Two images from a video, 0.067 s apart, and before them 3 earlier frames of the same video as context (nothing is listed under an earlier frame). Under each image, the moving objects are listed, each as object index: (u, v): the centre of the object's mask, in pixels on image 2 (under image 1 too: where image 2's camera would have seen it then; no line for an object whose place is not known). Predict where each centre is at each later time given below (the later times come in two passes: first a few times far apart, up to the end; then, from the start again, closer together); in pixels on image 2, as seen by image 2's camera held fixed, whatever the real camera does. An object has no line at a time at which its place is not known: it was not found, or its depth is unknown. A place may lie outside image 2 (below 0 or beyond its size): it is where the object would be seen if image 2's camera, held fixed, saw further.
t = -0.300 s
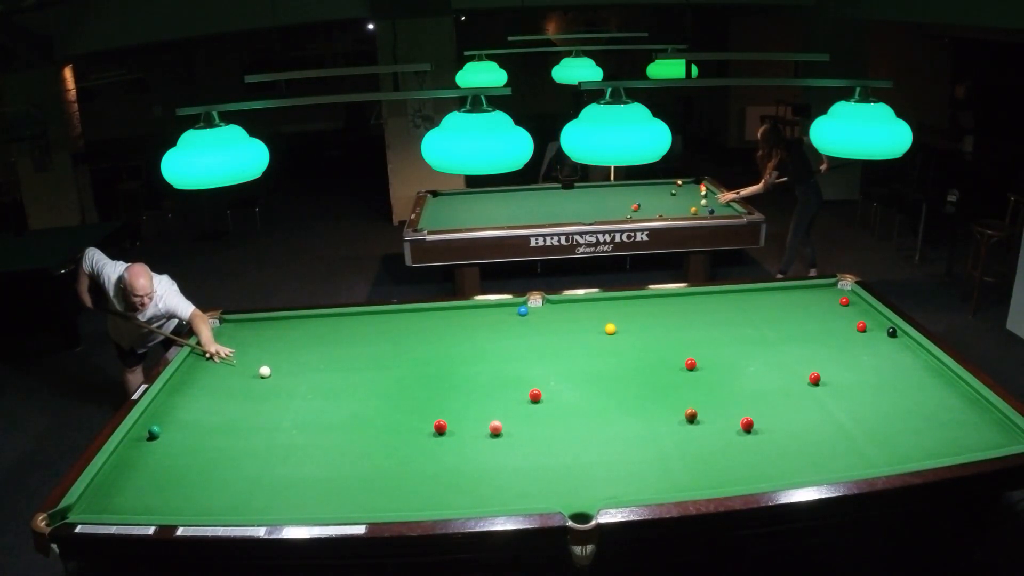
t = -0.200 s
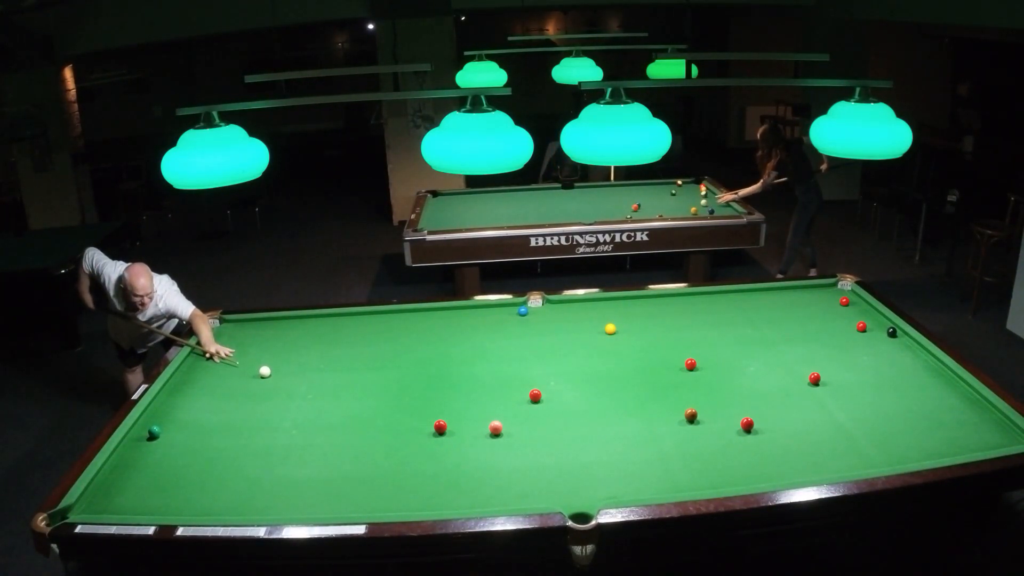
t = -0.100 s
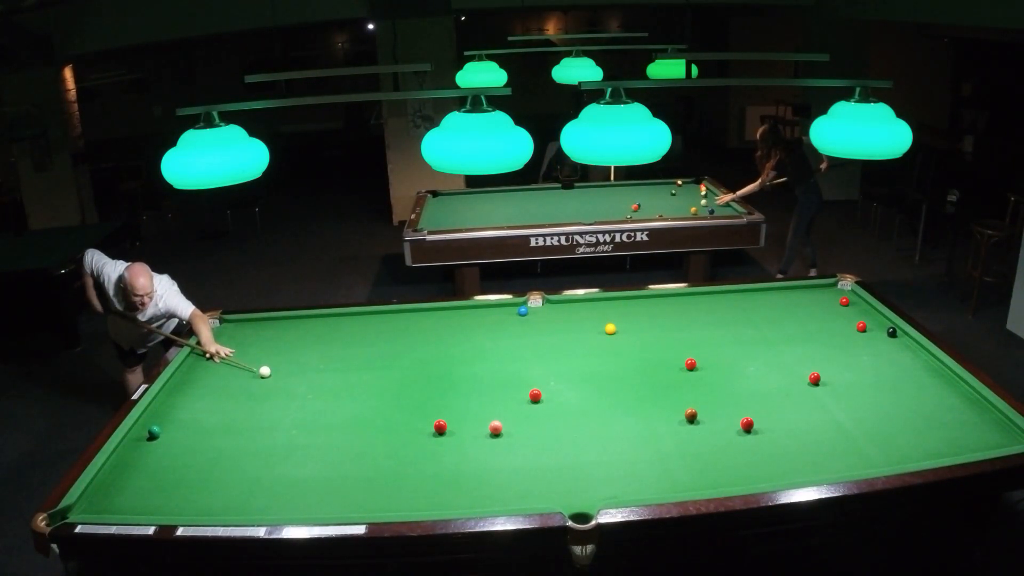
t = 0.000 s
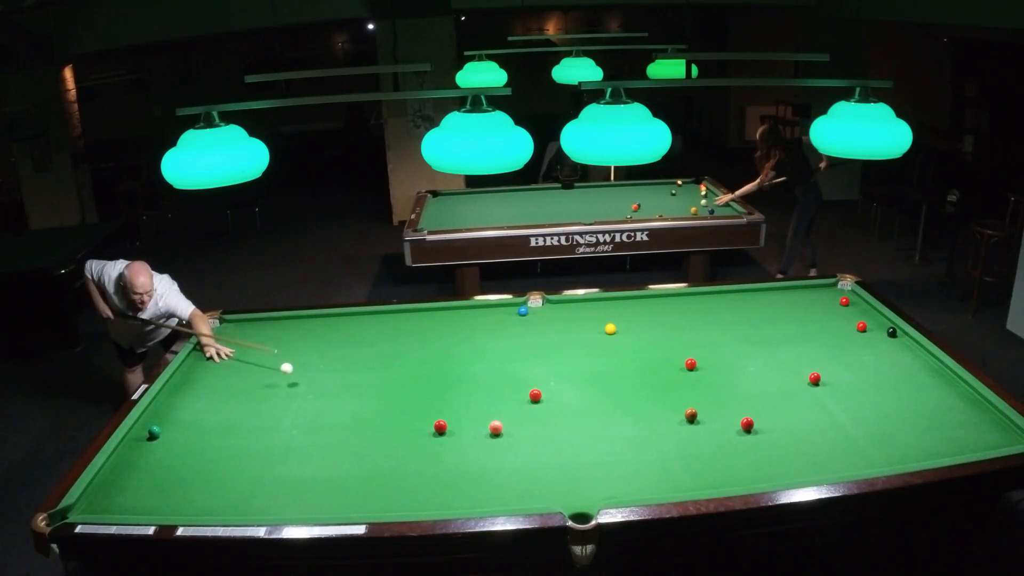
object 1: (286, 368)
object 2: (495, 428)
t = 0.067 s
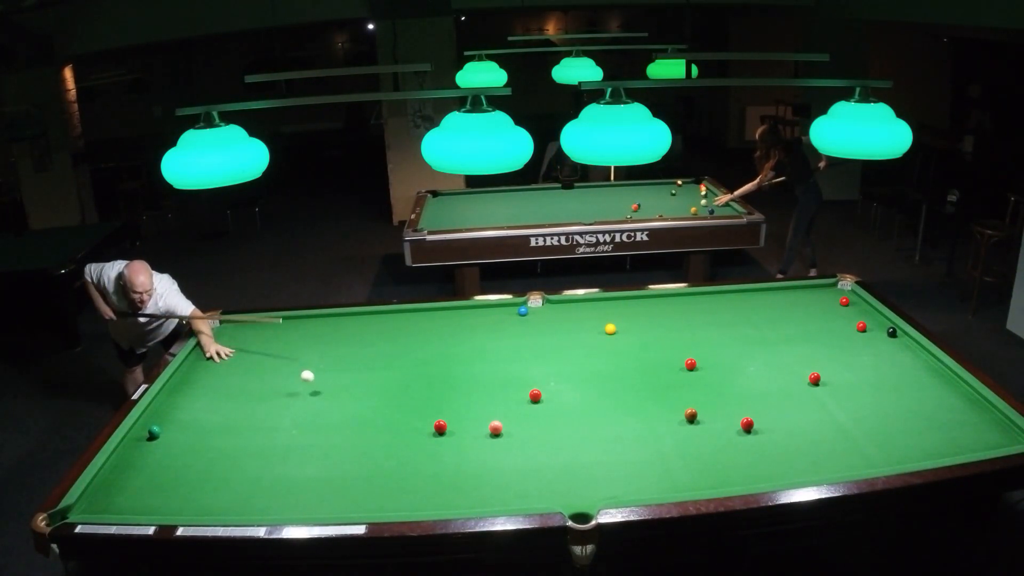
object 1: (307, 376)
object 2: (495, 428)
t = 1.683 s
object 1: (511, 442)
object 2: (496, 428)
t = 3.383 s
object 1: (456, 423)
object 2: (440, 362)
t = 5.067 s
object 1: (453, 422)
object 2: (417, 332)
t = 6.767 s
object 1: (453, 422)
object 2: (414, 324)
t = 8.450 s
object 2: (414, 324)
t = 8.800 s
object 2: (414, 324)
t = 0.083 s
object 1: (313, 379)
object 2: (495, 428)
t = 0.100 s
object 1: (319, 383)
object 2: (495, 428)
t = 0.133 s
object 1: (331, 394)
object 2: (495, 428)
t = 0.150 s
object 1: (337, 398)
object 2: (495, 428)
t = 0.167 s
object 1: (342, 399)
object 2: (496, 428)
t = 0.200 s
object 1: (351, 400)
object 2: (496, 428)
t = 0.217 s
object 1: (357, 403)
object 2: (495, 428)
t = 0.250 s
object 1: (368, 409)
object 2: (495, 428)
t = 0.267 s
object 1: (373, 413)
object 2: (495, 428)
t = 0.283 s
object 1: (378, 414)
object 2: (496, 428)
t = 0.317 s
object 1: (388, 418)
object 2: (496, 428)
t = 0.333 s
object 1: (393, 420)
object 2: (496, 428)
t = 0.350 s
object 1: (397, 422)
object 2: (496, 428)
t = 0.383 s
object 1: (407, 426)
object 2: (495, 428)
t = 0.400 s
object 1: (411, 428)
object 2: (495, 428)
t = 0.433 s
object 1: (420, 431)
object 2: (496, 428)
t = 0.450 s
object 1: (424, 433)
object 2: (496, 428)
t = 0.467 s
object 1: (428, 435)
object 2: (496, 428)
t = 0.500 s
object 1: (436, 439)
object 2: (496, 428)
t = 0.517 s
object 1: (440, 440)
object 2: (496, 428)
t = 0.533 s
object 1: (444, 442)
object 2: (496, 428)
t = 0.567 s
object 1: (452, 445)
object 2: (496, 428)
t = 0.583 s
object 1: (456, 447)
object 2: (496, 428)
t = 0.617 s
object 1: (464, 451)
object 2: (496, 428)
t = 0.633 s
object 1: (468, 453)
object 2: (495, 428)
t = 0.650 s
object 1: (472, 454)
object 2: (496, 428)
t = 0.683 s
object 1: (480, 458)
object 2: (496, 428)
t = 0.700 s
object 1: (485, 459)
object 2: (496, 428)
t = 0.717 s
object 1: (489, 461)
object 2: (496, 428)
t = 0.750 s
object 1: (498, 465)
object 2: (496, 428)
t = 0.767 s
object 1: (502, 467)
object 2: (496, 428)
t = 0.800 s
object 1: (511, 470)
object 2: (495, 428)
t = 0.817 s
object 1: (515, 472)
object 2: (496, 428)
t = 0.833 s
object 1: (520, 474)
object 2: (496, 428)
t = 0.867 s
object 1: (529, 478)
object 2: (496, 428)
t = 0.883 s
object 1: (534, 480)
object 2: (496, 428)
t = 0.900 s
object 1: (538, 482)
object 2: (496, 428)
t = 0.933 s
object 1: (548, 486)
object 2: (496, 428)
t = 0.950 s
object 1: (552, 487)
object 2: (496, 428)
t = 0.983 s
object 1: (562, 491)
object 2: (496, 428)
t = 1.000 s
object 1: (567, 493)
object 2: (496, 428)
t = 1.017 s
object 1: (571, 495)
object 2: (496, 428)
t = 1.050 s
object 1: (581, 499)
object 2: (495, 428)
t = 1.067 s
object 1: (586, 501)
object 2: (495, 428)
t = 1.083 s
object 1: (591, 503)
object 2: (495, 428)
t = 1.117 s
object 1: (591, 502)
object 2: (496, 428)
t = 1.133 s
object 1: (588, 499)
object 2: (495, 428)
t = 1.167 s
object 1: (582, 495)
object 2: (495, 428)
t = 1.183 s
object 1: (580, 493)
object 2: (496, 428)
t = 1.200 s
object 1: (577, 491)
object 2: (496, 428)
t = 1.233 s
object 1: (571, 487)
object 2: (496, 428)
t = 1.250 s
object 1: (569, 486)
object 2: (495, 428)
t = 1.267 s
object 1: (566, 483)
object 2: (496, 428)
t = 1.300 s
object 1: (562, 480)
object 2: (496, 428)
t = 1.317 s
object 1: (559, 478)
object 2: (496, 428)
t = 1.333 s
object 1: (557, 477)
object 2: (496, 428)
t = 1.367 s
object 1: (552, 473)
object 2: (496, 428)
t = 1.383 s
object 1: (550, 471)
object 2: (495, 428)
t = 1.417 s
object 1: (545, 467)
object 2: (496, 428)
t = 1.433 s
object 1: (543, 466)
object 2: (496, 428)
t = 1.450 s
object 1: (541, 464)
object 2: (495, 428)
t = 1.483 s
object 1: (536, 461)
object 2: (495, 428)
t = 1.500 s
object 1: (534, 459)
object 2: (496, 428)
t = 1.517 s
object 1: (532, 458)
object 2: (495, 428)
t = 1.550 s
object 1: (528, 455)
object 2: (496, 428)
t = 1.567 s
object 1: (525, 453)
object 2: (496, 428)
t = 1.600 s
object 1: (521, 450)
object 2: (496, 428)
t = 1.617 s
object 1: (519, 448)
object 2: (496, 428)
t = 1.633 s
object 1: (517, 447)
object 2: (496, 428)
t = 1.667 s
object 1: (513, 444)
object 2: (496, 428)
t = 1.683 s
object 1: (511, 442)
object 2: (496, 428)
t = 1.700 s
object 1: (509, 441)
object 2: (495, 428)
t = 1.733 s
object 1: (505, 438)
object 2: (495, 427)
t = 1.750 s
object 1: (503, 436)
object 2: (495, 427)
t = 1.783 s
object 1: (501, 435)
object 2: (494, 425)
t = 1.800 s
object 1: (500, 435)
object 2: (493, 424)
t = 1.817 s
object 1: (500, 435)
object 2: (492, 424)
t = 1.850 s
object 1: (498, 434)
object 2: (491, 422)
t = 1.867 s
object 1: (497, 434)
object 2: (490, 421)
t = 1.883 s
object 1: (497, 434)
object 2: (489, 420)
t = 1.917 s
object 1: (495, 434)
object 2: (488, 419)
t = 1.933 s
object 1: (494, 433)
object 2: (487, 418)
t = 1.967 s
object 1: (493, 433)
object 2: (485, 416)
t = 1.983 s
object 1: (492, 433)
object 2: (485, 415)
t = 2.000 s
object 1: (492, 433)
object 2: (484, 414)
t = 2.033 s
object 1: (490, 432)
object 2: (482, 413)
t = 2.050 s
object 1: (489, 432)
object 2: (482, 412)
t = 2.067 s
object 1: (489, 432)
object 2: (481, 411)
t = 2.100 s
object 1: (488, 432)
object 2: (480, 409)
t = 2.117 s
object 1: (487, 431)
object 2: (479, 408)
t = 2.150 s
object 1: (486, 431)
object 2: (477, 407)
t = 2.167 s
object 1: (485, 431)
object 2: (477, 406)
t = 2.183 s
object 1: (485, 431)
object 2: (476, 405)
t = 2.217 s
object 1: (483, 431)
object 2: (475, 404)
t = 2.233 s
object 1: (483, 430)
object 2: (474, 403)
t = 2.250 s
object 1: (482, 430)
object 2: (474, 402)
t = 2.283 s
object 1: (481, 430)
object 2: (472, 401)
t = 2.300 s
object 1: (481, 430)
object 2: (472, 400)
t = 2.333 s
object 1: (479, 429)
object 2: (470, 398)
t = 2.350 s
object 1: (479, 429)
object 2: (470, 398)
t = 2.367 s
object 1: (478, 429)
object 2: (469, 397)
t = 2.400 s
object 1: (477, 429)
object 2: (468, 395)
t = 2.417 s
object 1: (477, 429)
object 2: (467, 395)
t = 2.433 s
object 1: (476, 428)
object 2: (467, 394)
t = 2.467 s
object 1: (475, 428)
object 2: (466, 393)
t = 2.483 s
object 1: (475, 428)
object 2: (465, 392)
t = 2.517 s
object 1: (474, 427)
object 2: (464, 391)
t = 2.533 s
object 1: (473, 427)
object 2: (463, 390)
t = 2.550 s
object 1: (473, 427)
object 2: (463, 389)
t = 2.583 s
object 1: (472, 427)
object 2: (462, 388)
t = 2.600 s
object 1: (471, 427)
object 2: (461, 388)
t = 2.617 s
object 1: (471, 427)
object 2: (461, 387)
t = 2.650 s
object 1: (470, 427)
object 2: (459, 386)
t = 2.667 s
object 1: (470, 427)
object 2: (459, 385)
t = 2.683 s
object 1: (469, 427)
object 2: (458, 384)
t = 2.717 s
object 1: (468, 426)
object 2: (457, 383)
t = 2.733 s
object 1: (468, 426)
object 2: (457, 382)
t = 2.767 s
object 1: (467, 426)
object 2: (456, 381)
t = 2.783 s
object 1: (467, 426)
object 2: (455, 381)
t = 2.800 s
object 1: (466, 426)
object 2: (455, 380)
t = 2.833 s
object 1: (466, 426)
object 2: (454, 379)
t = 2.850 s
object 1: (465, 426)
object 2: (453, 378)
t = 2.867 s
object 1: (465, 426)
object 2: (453, 378)
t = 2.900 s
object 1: (464, 426)
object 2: (452, 377)
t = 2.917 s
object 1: (464, 425)
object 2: (451, 376)
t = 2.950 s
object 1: (463, 425)
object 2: (450, 375)
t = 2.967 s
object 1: (463, 425)
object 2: (450, 375)
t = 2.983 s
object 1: (462, 425)
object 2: (449, 374)
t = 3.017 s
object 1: (462, 425)
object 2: (448, 373)
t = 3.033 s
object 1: (461, 425)
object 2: (448, 372)
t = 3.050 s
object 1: (461, 424)
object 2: (448, 372)
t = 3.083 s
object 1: (460, 424)
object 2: (447, 371)
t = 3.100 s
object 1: (460, 424)
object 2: (446, 370)
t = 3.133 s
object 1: (459, 424)
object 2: (445, 369)
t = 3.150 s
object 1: (459, 424)
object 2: (445, 369)
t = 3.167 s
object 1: (459, 424)
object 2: (445, 368)
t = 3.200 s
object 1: (458, 424)
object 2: (444, 367)
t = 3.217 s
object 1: (458, 424)
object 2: (443, 367)
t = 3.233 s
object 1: (458, 424)
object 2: (443, 366)
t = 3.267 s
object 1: (457, 423)
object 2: (442, 365)
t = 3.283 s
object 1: (457, 423)
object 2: (442, 365)
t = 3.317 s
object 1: (457, 423)
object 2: (441, 364)
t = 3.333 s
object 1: (456, 423)
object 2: (441, 364)
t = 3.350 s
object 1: (456, 423)
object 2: (440, 363)
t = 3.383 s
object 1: (456, 423)
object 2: (440, 362)
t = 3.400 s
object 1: (456, 423)
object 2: (439, 362)
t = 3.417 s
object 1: (455, 423)
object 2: (439, 361)
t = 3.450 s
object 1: (455, 423)
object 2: (438, 360)
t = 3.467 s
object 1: (455, 423)
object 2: (438, 360)
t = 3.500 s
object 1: (455, 423)
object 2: (437, 359)
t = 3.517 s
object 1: (454, 423)
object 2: (436, 359)
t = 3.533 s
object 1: (454, 422)
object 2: (436, 358)
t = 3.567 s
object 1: (454, 423)
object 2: (435, 357)
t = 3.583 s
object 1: (454, 423)
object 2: (435, 357)
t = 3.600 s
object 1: (454, 423)
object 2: (435, 357)
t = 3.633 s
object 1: (454, 423)
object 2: (434, 356)
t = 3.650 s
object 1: (453, 423)
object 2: (434, 356)
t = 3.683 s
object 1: (453, 422)
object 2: (433, 355)
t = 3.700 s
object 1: (453, 423)
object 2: (433, 354)
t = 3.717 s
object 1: (453, 422)
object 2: (432, 354)
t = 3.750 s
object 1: (453, 422)
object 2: (432, 353)
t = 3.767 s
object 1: (453, 422)
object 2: (432, 353)
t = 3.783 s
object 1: (453, 422)
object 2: (431, 352)
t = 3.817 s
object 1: (453, 422)
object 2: (431, 352)
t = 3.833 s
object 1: (453, 422)
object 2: (430, 351)
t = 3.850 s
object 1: (453, 422)
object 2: (430, 351)
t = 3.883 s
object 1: (453, 422)
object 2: (429, 350)
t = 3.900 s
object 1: (453, 422)
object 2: (429, 350)
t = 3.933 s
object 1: (453, 422)
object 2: (429, 349)
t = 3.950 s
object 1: (453, 422)
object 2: (428, 349)
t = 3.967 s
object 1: (453, 422)
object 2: (428, 349)
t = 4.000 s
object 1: (453, 422)
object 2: (427, 348)
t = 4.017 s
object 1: (453, 422)
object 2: (427, 348)
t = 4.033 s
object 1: (453, 422)
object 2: (427, 347)
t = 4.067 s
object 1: (453, 422)
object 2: (427, 347)
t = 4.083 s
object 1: (453, 422)
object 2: (427, 346)
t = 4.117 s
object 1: (453, 422)
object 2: (426, 346)
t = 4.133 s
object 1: (453, 422)
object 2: (426, 345)
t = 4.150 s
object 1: (453, 422)
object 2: (425, 345)
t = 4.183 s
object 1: (453, 422)
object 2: (425, 344)
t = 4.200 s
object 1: (453, 422)
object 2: (425, 344)
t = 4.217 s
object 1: (453, 422)
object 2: (424, 344)
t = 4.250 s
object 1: (453, 422)
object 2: (424, 343)
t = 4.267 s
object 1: (453, 422)
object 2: (424, 343)
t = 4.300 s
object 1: (453, 422)
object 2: (423, 342)
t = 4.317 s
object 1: (453, 422)
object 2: (423, 342)
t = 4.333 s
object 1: (453, 422)
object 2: (423, 342)
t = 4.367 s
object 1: (453, 422)
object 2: (422, 341)
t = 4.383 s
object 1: (453, 422)
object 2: (422, 341)
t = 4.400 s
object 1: (453, 422)
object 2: (422, 341)
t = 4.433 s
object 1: (453, 422)
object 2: (422, 340)
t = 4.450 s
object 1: (453, 422)
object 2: (422, 340)
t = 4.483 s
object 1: (453, 422)
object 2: (421, 339)
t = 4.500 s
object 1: (453, 422)
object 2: (421, 339)
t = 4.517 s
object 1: (453, 422)
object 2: (421, 339)
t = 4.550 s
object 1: (453, 423)
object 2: (421, 338)
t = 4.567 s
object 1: (453, 423)
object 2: (420, 338)
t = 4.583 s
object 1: (453, 423)
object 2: (420, 338)
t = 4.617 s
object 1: (453, 423)
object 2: (420, 337)
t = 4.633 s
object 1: (453, 423)
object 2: (420, 337)
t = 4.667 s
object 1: (453, 423)
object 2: (419, 337)
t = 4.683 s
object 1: (453, 423)
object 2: (419, 337)
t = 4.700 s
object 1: (453, 422)
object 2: (419, 336)
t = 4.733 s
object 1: (453, 422)
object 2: (419, 336)
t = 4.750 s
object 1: (453, 422)
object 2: (419, 336)
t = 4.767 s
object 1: (453, 422)
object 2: (419, 335)
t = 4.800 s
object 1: (453, 422)
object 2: (418, 335)
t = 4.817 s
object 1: (453, 422)
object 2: (418, 335)
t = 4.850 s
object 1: (453, 422)
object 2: (418, 334)
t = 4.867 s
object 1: (453, 422)
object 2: (418, 334)
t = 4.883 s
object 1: (453, 422)
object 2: (418, 334)
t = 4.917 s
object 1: (453, 422)
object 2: (417, 334)
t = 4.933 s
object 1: (453, 422)
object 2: (417, 334)
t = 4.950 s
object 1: (453, 422)
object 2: (417, 333)
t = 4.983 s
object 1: (453, 422)
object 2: (417, 333)
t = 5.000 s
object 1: (453, 422)
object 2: (417, 333)
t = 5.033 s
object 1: (453, 422)
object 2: (417, 332)
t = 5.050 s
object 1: (453, 422)
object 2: (417, 332)
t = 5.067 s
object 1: (453, 422)
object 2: (417, 332)
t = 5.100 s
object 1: (453, 422)
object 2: (416, 332)
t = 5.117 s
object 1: (453, 422)
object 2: (416, 331)
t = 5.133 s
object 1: (453, 422)
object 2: (416, 331)
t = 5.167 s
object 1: (453, 422)
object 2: (416, 331)
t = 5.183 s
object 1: (453, 422)
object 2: (416, 331)
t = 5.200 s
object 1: (453, 422)
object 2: (416, 331)
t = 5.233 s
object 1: (453, 422)
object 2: (416, 330)
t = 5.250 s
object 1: (453, 422)
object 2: (416, 330)
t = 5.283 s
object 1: (453, 422)
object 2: (415, 330)
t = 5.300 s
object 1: (453, 422)
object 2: (415, 330)
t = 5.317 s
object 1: (453, 422)
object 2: (415, 330)
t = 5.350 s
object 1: (453, 422)
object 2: (415, 329)
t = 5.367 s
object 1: (453, 422)
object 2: (415, 329)
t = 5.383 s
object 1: (453, 422)
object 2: (415, 329)
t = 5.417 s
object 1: (453, 422)
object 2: (415, 329)
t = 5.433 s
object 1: (453, 422)
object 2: (415, 329)
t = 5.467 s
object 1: (453, 422)
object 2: (415, 328)
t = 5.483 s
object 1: (453, 422)
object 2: (415, 328)
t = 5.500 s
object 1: (453, 422)
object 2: (415, 328)
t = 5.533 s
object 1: (453, 422)
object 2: (415, 328)
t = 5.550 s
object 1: (453, 422)
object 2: (415, 328)
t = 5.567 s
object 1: (453, 422)
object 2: (415, 328)
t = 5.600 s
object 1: (453, 422)
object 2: (415, 327)
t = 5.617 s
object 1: (453, 422)
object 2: (415, 327)
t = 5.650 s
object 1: (453, 422)
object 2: (415, 327)
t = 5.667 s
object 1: (453, 422)
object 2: (414, 327)
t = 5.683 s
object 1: (453, 422)
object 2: (414, 327)
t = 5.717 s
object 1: (453, 422)
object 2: (414, 327)
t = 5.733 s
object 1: (453, 422)
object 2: (414, 327)
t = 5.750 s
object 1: (453, 422)
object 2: (414, 327)
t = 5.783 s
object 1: (453, 422)
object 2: (414, 326)
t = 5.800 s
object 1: (453, 422)
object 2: (414, 326)
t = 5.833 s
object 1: (453, 422)
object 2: (414, 326)
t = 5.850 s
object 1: (453, 422)
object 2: (414, 326)
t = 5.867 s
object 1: (453, 422)
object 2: (414, 326)
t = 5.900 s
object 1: (453, 422)
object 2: (414, 326)
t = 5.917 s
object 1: (453, 422)
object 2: (414, 326)
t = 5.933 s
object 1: (453, 422)
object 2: (414, 326)
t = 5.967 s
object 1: (453, 422)
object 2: (414, 326)
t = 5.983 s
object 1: (453, 422)
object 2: (414, 325)
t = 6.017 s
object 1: (453, 422)
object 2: (414, 325)
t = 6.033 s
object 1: (453, 422)
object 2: (414, 325)
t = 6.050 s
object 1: (453, 422)
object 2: (414, 325)
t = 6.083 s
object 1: (453, 422)
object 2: (414, 325)
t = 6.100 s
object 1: (453, 422)
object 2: (414, 325)
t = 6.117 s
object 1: (453, 422)
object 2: (414, 325)
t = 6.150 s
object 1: (453, 422)
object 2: (414, 325)
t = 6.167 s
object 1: (453, 422)
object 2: (414, 325)
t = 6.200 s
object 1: (453, 422)
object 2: (414, 325)
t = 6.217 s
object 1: (453, 422)
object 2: (414, 325)
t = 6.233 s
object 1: (453, 422)
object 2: (414, 325)
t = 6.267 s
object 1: (453, 422)
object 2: (414, 325)
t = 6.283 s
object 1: (453, 422)
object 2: (414, 325)
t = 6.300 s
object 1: (453, 422)
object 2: (414, 325)
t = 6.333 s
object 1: (453, 422)
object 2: (414, 325)
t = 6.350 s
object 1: (453, 422)
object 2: (414, 324)
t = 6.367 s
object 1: (453, 422)
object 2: (414, 324)
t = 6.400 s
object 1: (453, 422)
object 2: (414, 324)
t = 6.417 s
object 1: (453, 422)
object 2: (414, 324)
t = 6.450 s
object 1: (453, 422)
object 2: (414, 324)
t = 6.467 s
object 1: (453, 422)
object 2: (414, 324)
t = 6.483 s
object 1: (453, 422)
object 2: (414, 324)
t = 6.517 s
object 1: (453, 422)
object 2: (414, 324)
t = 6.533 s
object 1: (453, 422)
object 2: (414, 324)
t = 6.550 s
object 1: (453, 422)
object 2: (414, 324)
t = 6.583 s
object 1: (453, 422)
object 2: (414, 324)
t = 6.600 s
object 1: (453, 422)
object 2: (414, 324)
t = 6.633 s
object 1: (453, 422)
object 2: (414, 324)
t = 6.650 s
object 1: (453, 422)
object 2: (414, 324)
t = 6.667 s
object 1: (453, 422)
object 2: (414, 324)
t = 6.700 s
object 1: (453, 422)
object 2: (414, 324)
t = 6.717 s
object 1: (453, 422)
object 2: (414, 324)
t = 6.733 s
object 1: (453, 422)
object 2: (414, 324)
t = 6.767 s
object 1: (453, 422)
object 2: (414, 324)
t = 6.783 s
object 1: (453, 422)
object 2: (414, 324)
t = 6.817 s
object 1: (453, 422)
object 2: (414, 324)
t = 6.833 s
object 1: (453, 422)
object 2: (414, 324)
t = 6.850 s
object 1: (453, 422)
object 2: (414, 324)
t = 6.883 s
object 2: (414, 324)
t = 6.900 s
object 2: (414, 324)
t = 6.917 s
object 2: (414, 324)
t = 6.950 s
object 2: (414, 324)
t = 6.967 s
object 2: (414, 324)
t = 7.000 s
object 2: (414, 324)
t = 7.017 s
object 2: (414, 324)
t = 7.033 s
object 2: (414, 324)
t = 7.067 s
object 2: (414, 324)
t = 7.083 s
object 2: (414, 324)
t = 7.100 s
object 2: (414, 324)
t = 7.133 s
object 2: (414, 324)
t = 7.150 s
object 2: (414, 324)
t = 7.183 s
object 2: (414, 324)
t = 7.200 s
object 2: (414, 324)
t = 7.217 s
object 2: (414, 324)
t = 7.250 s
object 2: (414, 324)
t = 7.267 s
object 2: (414, 324)
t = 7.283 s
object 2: (414, 324)
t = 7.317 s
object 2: (414, 324)
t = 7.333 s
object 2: (414, 324)
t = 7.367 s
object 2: (414, 324)
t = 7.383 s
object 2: (414, 324)
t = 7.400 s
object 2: (414, 324)
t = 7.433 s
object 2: (414, 324)
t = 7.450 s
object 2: (414, 324)
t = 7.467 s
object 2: (414, 324)
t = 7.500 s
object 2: (414, 324)
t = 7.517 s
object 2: (414, 324)
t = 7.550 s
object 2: (414, 324)
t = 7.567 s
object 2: (414, 324)
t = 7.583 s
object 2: (414, 324)
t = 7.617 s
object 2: (414, 324)
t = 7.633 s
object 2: (414, 324)
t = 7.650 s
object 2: (414, 324)
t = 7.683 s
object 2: (414, 324)
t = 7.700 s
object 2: (414, 324)
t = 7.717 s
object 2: (414, 324)
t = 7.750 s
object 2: (414, 324)
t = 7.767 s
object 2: (414, 324)
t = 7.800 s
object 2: (414, 324)
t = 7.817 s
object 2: (414, 324)
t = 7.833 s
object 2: (414, 324)
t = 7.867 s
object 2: (414, 324)
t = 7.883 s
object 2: (414, 324)
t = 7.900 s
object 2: (414, 324)
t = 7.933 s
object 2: (414, 324)
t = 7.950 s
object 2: (414, 324)
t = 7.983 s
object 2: (414, 324)
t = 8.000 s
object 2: (414, 324)
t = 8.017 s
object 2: (414, 324)
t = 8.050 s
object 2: (414, 324)
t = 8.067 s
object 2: (414, 324)
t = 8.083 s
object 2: (414, 324)
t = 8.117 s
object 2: (414, 324)
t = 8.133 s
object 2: (414, 324)
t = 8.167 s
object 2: (414, 324)
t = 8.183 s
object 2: (414, 324)
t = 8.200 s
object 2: (414, 324)
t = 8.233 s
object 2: (414, 324)
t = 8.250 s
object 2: (414, 324)
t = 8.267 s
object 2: (414, 324)
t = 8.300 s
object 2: (414, 324)
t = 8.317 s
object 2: (414, 324)
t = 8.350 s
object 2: (414, 324)
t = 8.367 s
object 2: (414, 324)
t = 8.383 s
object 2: (414, 324)
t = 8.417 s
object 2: (414, 324)
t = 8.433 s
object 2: (414, 324)
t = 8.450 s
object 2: (414, 324)
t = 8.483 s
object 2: (414, 324)
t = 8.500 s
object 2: (414, 324)
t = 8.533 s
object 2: (414, 324)
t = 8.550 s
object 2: (414, 324)
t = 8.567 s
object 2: (414, 324)
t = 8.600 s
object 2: (414, 324)
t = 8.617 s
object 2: (414, 324)
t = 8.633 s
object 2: (414, 324)
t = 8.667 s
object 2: (414, 324)
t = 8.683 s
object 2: (414, 324)
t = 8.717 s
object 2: (414, 324)
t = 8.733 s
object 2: (414, 324)
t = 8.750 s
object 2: (414, 324)
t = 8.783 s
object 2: (414, 324)
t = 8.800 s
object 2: (414, 324)
